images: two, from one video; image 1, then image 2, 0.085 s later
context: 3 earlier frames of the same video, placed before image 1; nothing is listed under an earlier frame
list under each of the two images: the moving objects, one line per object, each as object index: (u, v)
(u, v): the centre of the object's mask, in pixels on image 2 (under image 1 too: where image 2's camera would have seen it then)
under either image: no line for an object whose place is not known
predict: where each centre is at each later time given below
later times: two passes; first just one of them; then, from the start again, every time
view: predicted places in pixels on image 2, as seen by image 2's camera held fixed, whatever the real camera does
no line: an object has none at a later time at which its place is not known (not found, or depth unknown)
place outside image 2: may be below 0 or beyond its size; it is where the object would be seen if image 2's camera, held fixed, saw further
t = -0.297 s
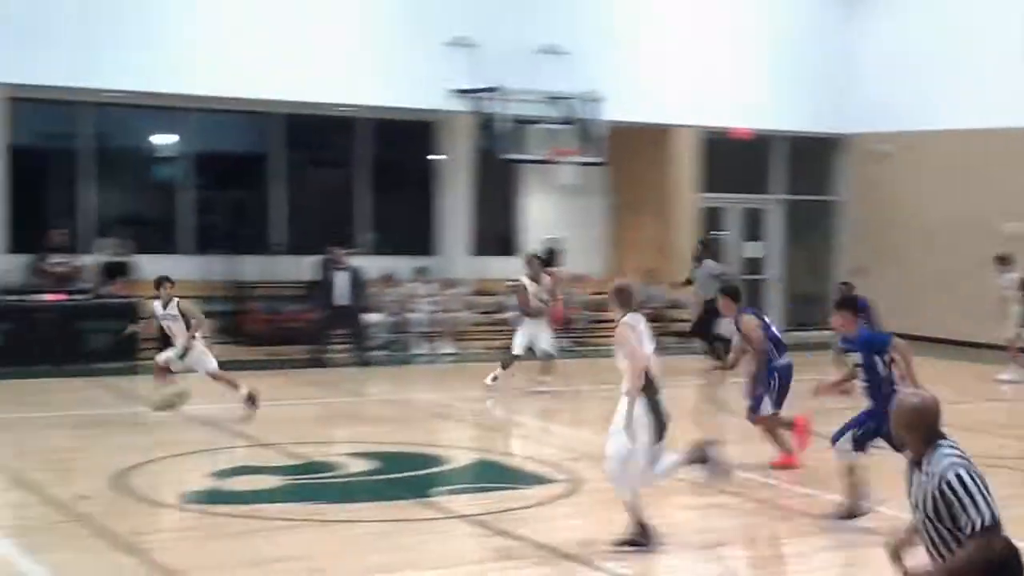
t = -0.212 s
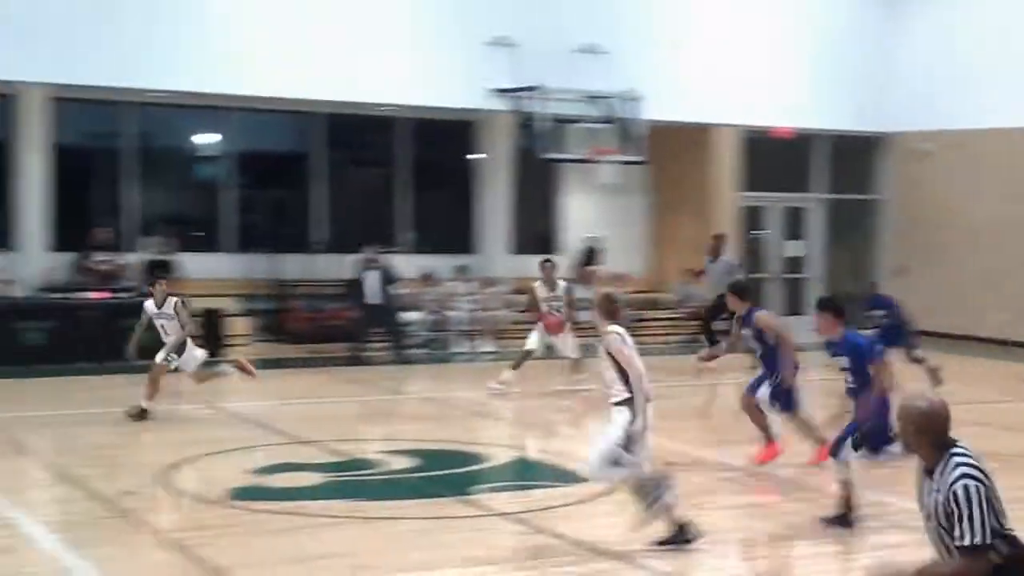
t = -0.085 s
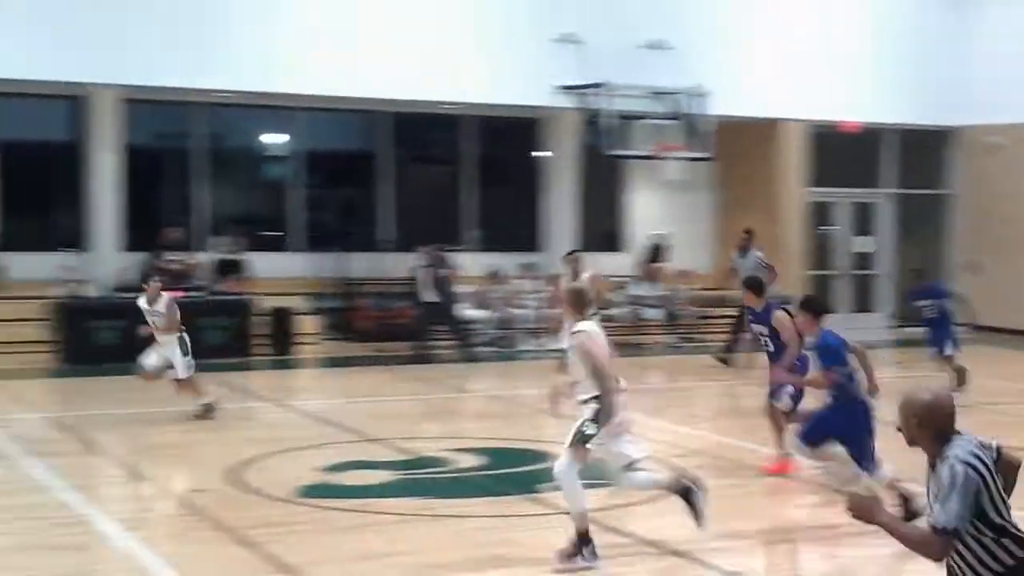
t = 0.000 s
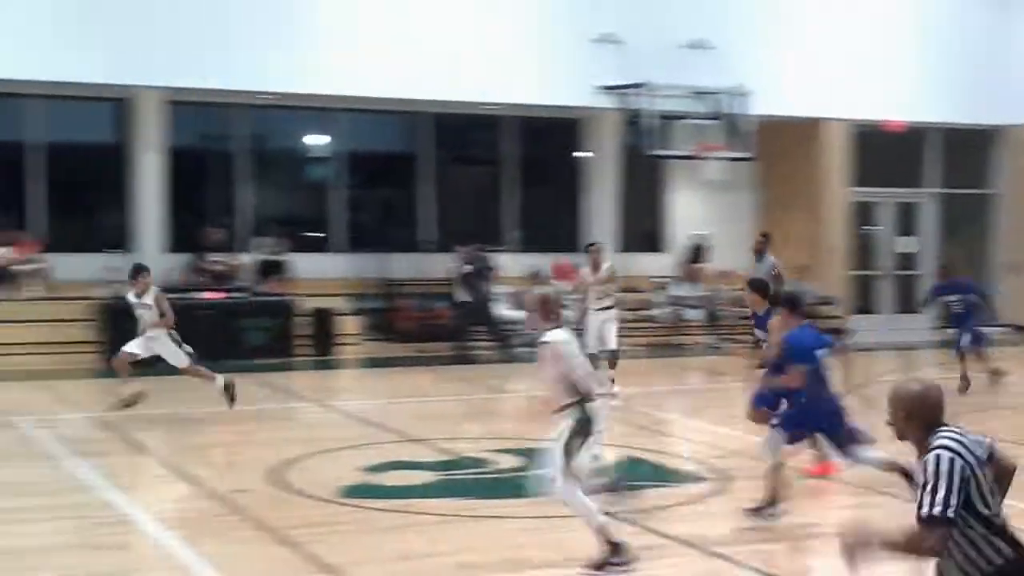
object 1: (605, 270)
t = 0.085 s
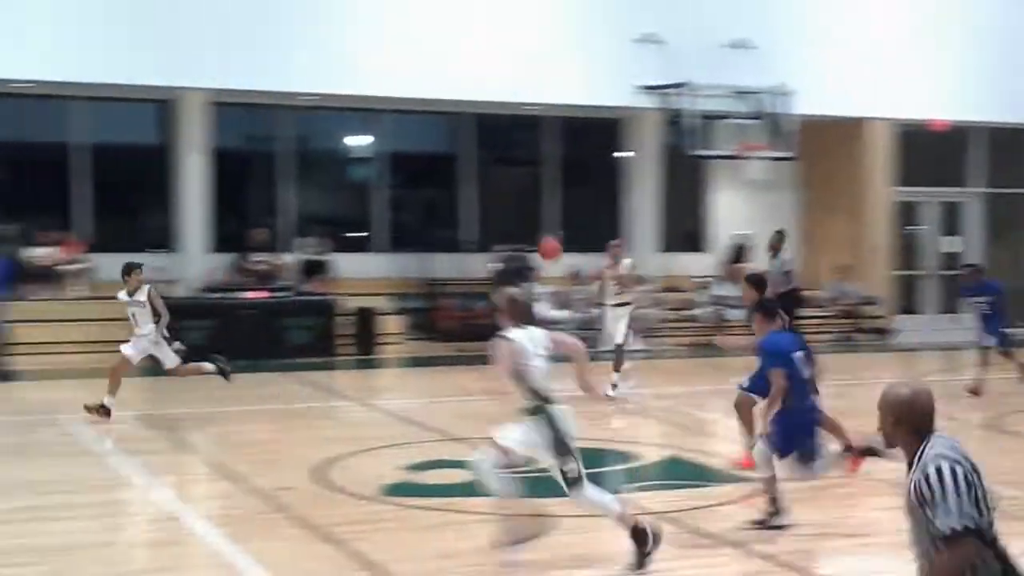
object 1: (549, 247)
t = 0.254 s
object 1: (425, 222)
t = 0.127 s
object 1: (520, 239)
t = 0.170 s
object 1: (492, 234)
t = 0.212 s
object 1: (459, 228)
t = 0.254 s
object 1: (425, 222)
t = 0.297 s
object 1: (389, 218)
